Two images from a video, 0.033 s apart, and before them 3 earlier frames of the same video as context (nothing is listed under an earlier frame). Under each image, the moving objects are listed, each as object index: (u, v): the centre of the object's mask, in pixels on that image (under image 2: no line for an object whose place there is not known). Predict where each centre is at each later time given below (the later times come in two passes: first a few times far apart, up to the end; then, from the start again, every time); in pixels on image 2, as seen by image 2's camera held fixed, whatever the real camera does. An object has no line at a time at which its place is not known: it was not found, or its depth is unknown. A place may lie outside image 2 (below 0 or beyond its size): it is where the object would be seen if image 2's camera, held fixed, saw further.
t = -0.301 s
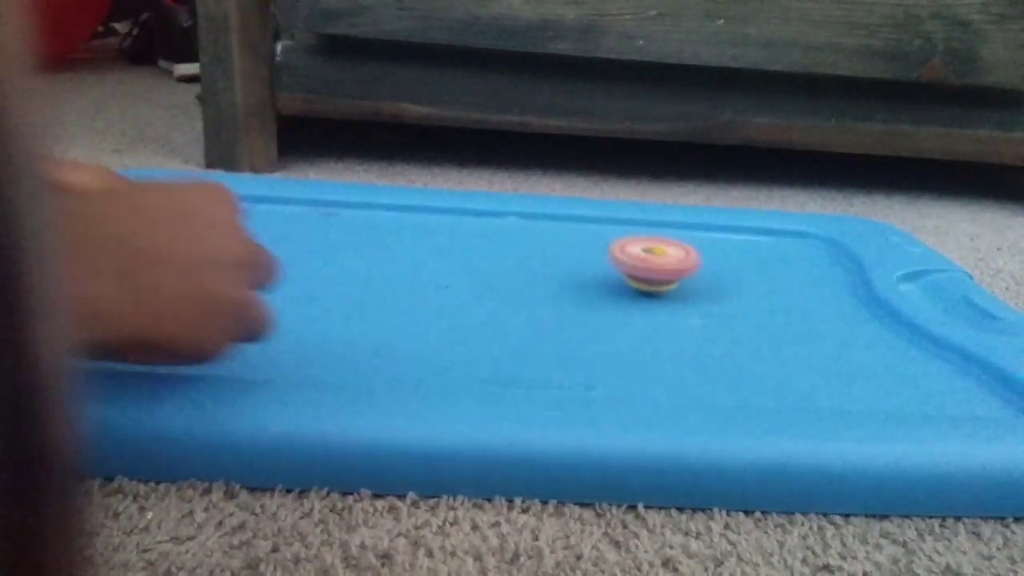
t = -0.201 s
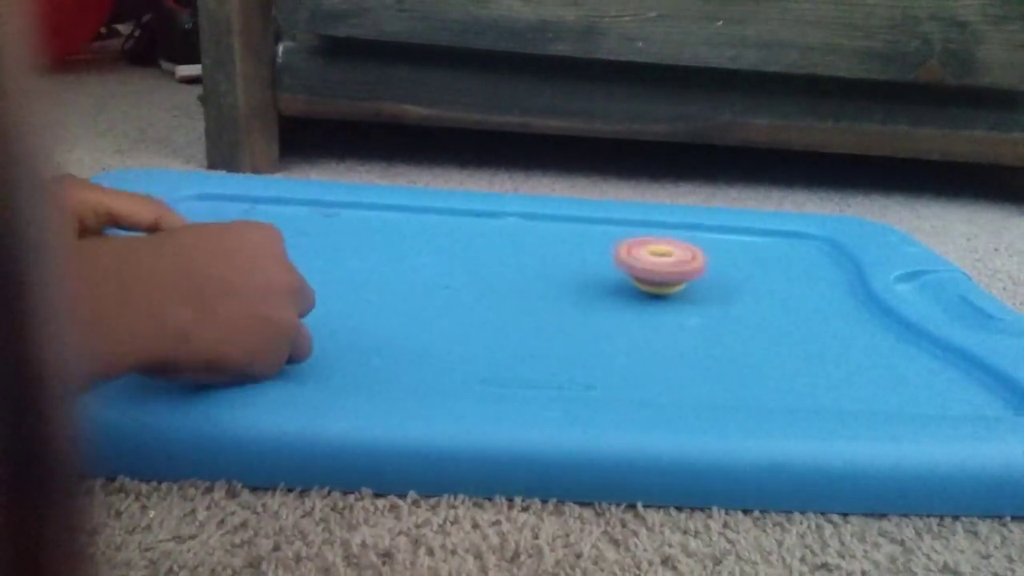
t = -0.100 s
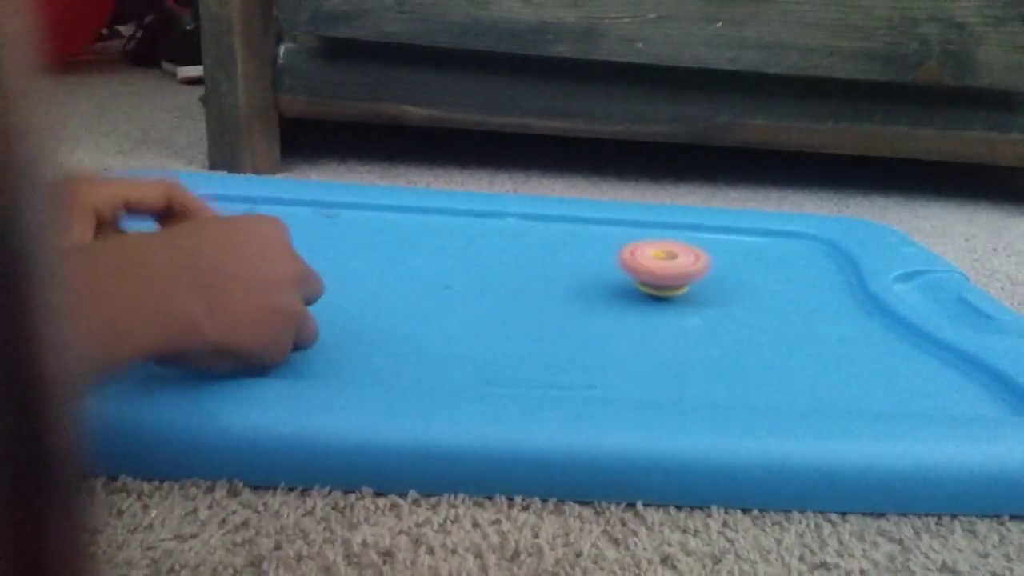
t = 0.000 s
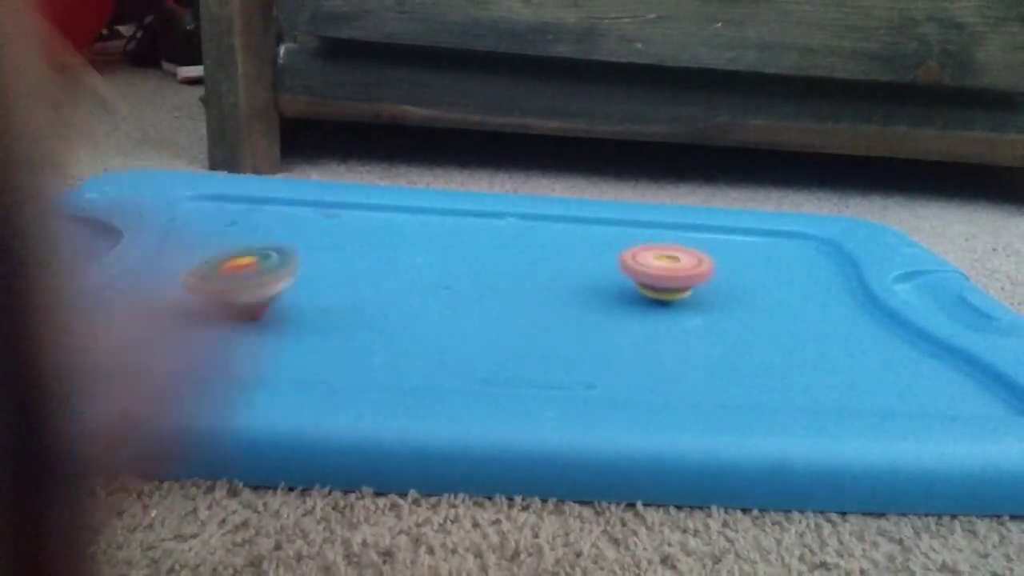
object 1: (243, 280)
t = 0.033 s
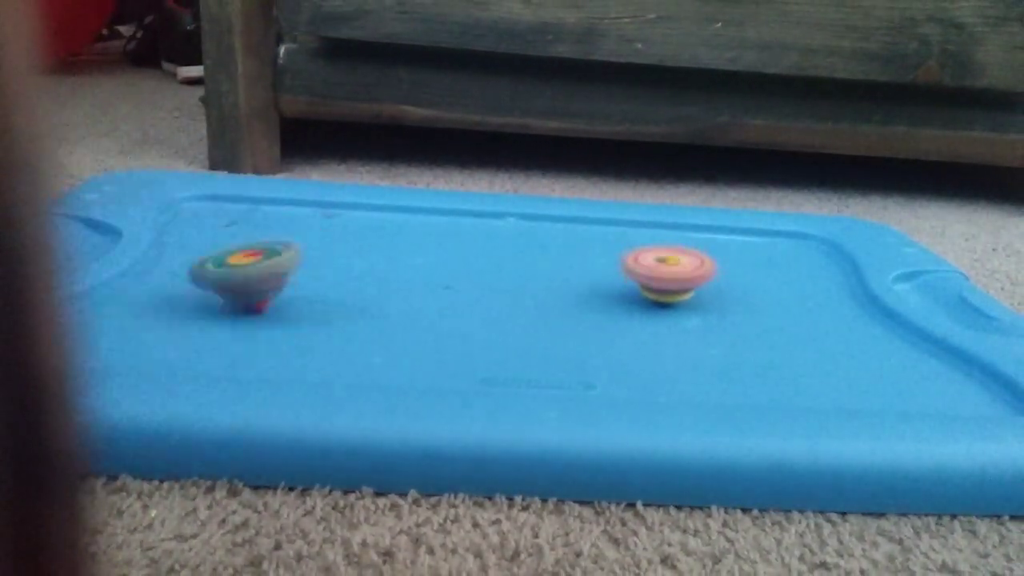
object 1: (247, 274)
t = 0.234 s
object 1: (286, 247)
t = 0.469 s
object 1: (297, 243)
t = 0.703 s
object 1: (331, 245)
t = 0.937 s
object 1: (397, 252)
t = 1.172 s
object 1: (484, 258)
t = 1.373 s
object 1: (483, 215)
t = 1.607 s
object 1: (516, 204)
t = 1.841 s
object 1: (559, 220)
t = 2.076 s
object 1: (555, 255)
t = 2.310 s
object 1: (522, 261)
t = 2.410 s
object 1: (511, 262)
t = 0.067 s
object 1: (253, 267)
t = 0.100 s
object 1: (261, 261)
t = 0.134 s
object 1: (268, 257)
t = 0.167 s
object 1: (275, 253)
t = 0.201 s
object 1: (280, 249)
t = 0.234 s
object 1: (286, 247)
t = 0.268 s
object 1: (288, 245)
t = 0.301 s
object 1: (290, 244)
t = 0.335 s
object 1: (290, 243)
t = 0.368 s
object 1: (292, 242)
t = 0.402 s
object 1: (293, 243)
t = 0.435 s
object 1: (294, 242)
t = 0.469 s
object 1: (297, 243)
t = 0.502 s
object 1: (300, 242)
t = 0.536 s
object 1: (303, 243)
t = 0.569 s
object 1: (307, 243)
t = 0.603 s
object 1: (313, 243)
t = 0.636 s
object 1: (319, 244)
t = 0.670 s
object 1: (324, 245)
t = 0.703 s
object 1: (331, 245)
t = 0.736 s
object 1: (339, 247)
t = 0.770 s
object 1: (347, 247)
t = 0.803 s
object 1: (356, 247)
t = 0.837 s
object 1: (365, 249)
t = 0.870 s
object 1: (376, 250)
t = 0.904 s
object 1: (385, 251)
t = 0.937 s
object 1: (397, 252)
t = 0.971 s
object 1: (411, 253)
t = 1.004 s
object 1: (422, 255)
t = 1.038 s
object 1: (436, 255)
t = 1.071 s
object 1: (448, 255)
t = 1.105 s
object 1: (460, 257)
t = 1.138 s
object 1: (474, 256)
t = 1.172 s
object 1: (484, 258)
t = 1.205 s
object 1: (488, 253)
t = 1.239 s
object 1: (485, 242)
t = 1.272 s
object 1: (484, 231)
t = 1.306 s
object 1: (482, 224)
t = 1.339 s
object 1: (482, 218)
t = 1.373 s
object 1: (483, 215)
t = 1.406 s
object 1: (487, 211)
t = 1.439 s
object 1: (488, 209)
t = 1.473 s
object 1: (494, 207)
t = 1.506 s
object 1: (497, 204)
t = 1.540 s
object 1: (504, 203)
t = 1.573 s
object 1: (509, 204)
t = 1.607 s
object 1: (516, 204)
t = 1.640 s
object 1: (522, 205)
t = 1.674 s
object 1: (530, 205)
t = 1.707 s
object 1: (536, 207)
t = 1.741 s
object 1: (544, 208)
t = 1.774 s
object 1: (549, 214)
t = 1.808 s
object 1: (555, 217)
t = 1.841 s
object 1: (559, 220)
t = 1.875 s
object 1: (562, 224)
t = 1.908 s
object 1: (564, 229)
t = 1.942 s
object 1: (564, 235)
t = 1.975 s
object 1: (564, 240)
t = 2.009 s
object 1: (562, 244)
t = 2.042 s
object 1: (560, 250)
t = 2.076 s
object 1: (555, 255)
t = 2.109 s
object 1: (550, 257)
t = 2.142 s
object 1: (544, 259)
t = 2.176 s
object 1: (540, 258)
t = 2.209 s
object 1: (537, 260)
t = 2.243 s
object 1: (533, 260)
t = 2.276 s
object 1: (528, 262)
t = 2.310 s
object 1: (522, 261)
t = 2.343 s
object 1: (515, 262)
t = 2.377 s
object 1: (514, 261)
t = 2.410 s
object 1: (511, 262)
